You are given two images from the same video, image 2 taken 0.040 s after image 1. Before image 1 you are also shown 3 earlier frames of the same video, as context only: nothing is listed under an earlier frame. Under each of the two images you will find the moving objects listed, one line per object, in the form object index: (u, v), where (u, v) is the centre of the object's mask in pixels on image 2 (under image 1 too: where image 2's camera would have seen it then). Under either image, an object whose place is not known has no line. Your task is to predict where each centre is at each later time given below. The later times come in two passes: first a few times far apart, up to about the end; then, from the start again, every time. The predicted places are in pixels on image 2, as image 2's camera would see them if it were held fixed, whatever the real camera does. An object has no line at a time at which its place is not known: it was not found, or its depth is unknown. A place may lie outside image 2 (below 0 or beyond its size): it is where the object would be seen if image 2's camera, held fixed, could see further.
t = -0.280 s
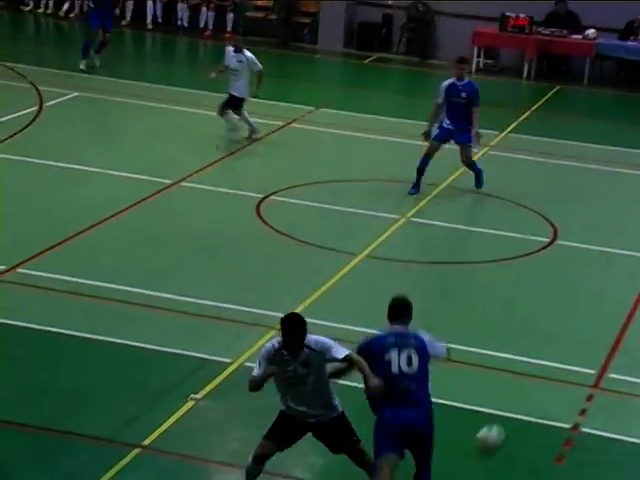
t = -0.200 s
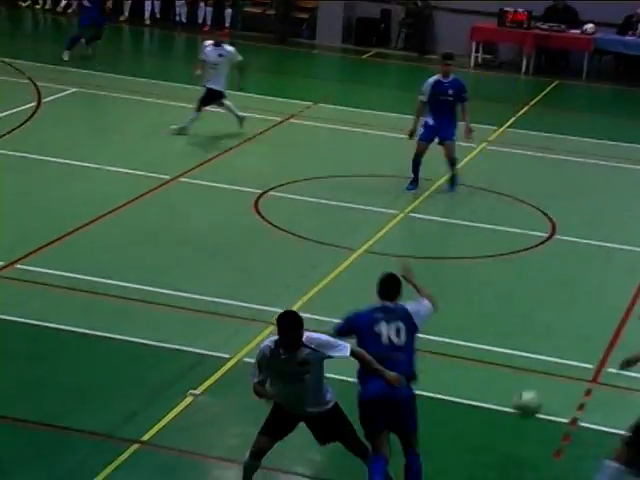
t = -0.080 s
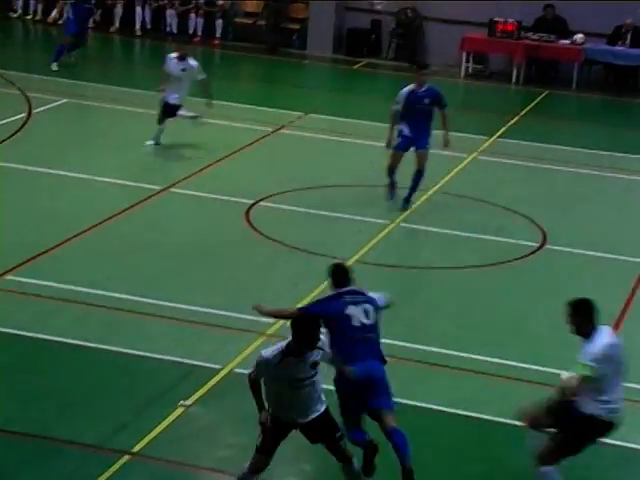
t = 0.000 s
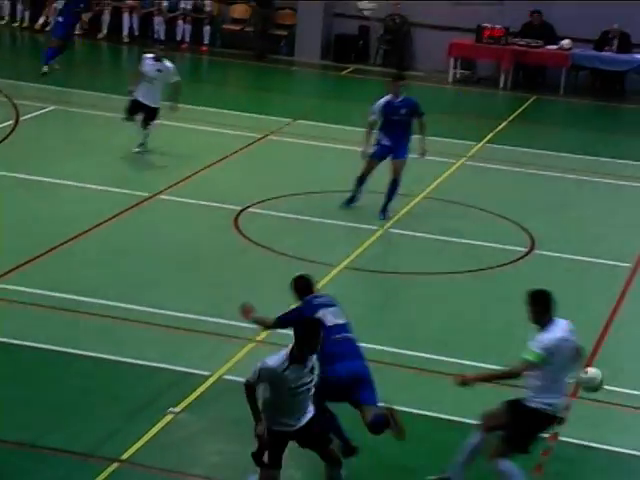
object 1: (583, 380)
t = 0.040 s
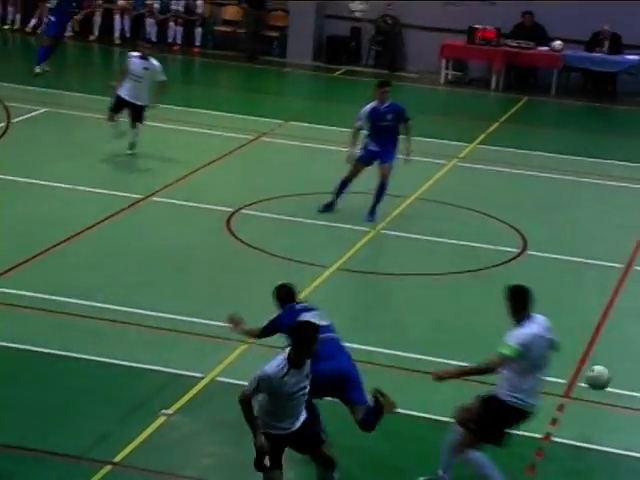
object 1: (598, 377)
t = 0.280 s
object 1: (673, 402)
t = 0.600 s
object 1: (692, 350)
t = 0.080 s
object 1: (611, 378)
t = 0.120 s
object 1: (626, 379)
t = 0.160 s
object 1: (638, 382)
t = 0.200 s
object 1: (650, 388)
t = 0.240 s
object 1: (661, 393)
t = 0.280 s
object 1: (673, 402)
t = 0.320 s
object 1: (678, 394)
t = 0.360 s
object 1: (681, 383)
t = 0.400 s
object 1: (683, 373)
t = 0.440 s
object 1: (686, 365)
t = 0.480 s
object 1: (687, 359)
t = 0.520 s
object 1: (689, 354)
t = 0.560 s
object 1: (691, 351)
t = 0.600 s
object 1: (692, 350)
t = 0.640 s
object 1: (692, 351)
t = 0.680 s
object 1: (693, 353)
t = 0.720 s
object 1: (693, 345)
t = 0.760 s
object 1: (688, 335)
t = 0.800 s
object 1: (689, 330)
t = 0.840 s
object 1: (688, 327)
